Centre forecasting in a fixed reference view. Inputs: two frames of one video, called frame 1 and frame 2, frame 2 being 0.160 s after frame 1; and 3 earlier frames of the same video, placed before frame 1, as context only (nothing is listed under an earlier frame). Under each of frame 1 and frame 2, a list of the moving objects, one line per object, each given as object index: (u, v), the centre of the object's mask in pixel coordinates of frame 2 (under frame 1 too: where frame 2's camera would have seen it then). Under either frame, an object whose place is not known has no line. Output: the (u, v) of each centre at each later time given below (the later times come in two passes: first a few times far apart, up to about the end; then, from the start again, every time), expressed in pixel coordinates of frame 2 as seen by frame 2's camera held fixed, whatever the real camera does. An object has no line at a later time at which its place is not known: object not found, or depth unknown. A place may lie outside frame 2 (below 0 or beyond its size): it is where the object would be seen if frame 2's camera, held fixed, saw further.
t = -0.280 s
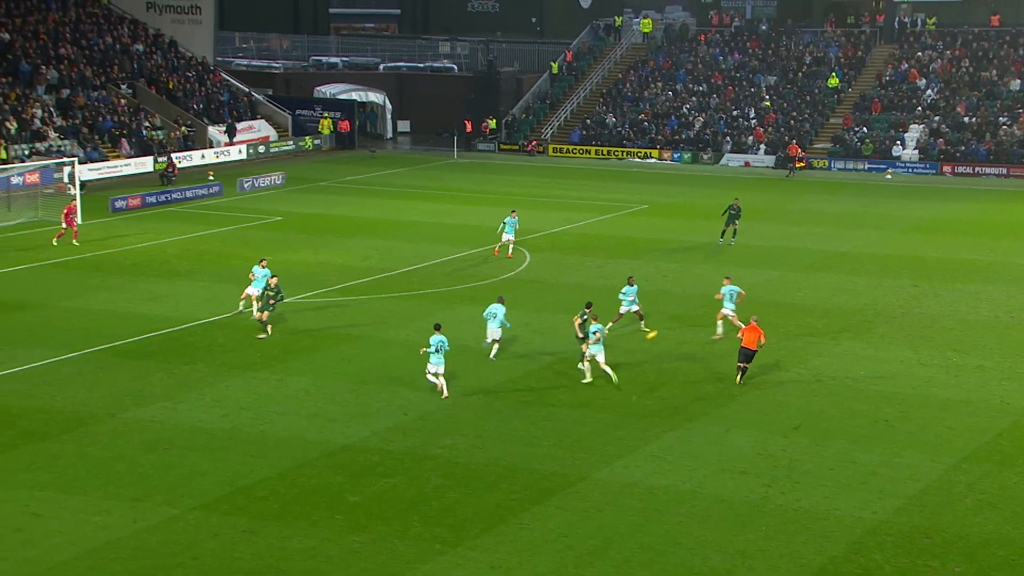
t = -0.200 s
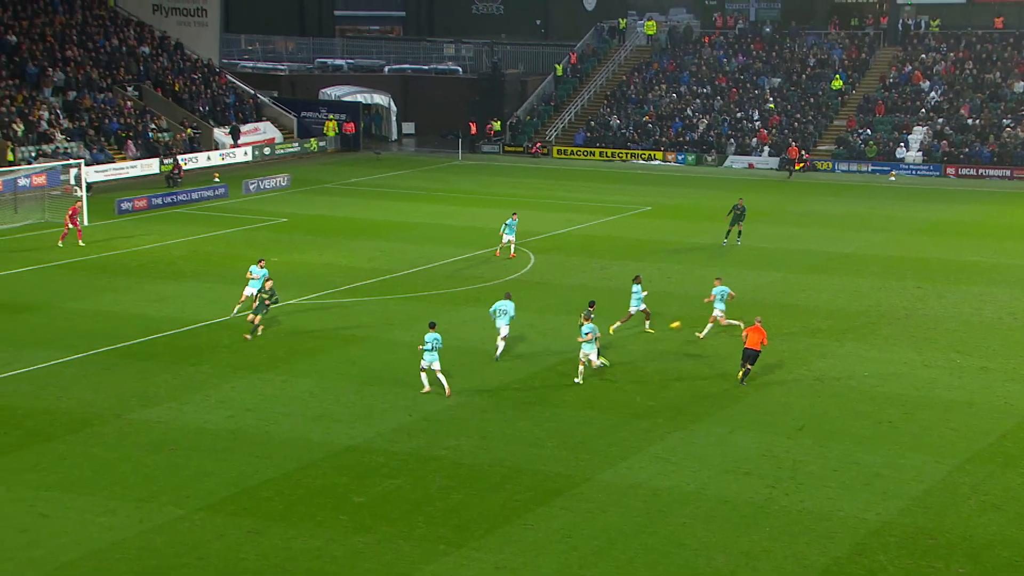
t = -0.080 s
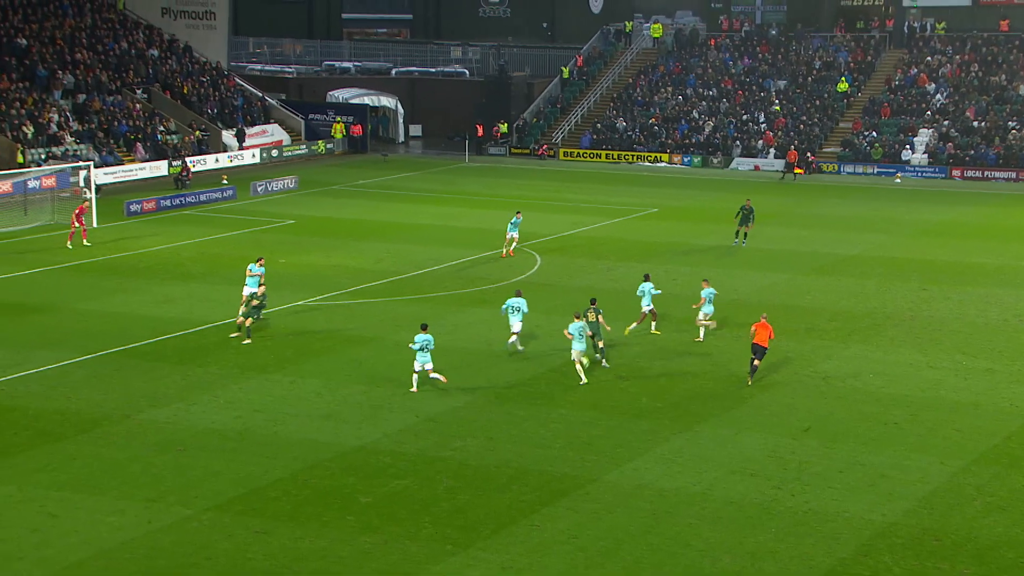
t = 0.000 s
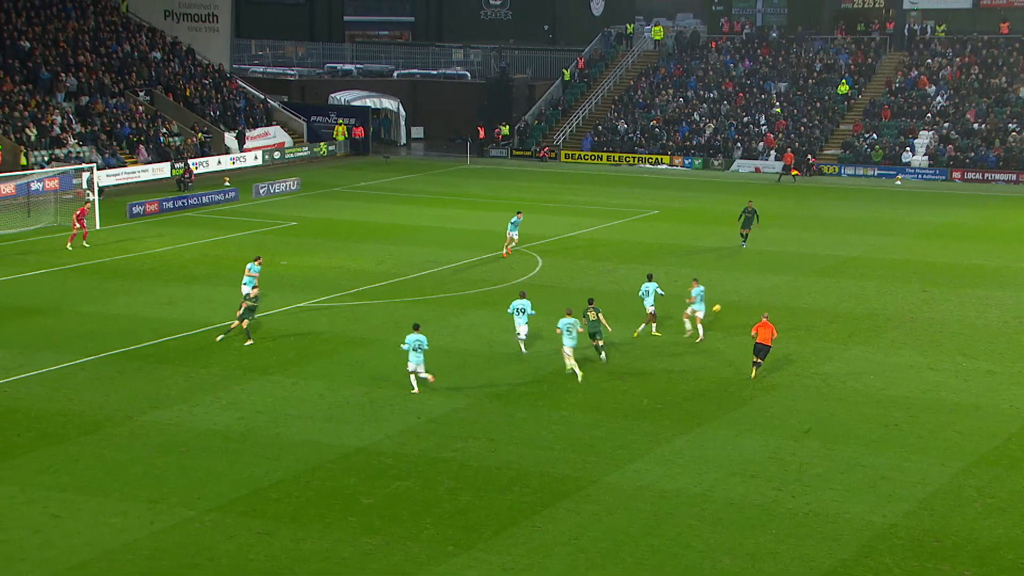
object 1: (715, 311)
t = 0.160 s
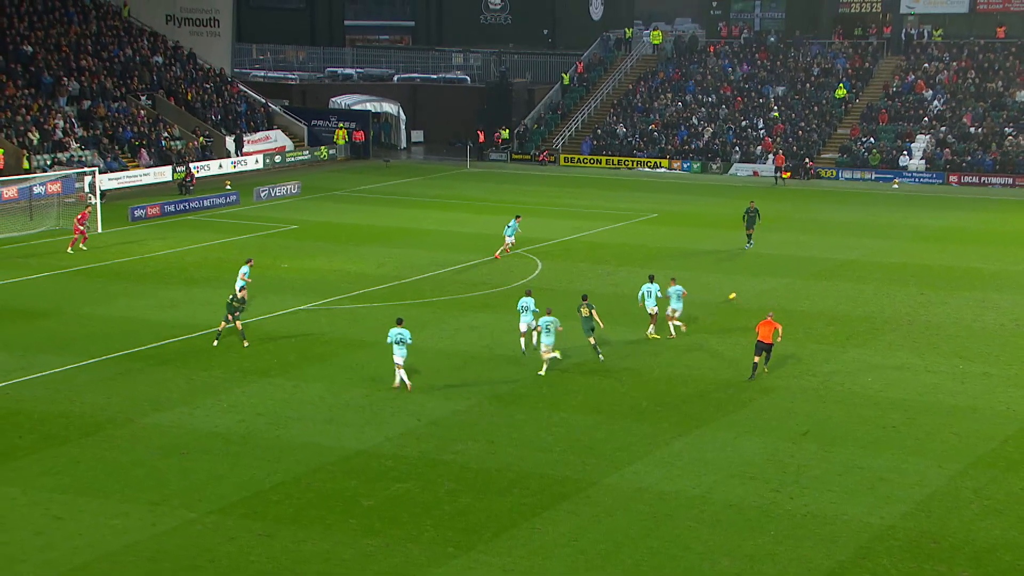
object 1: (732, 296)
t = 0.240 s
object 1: (738, 288)
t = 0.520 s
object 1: (751, 268)
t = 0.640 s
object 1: (754, 262)
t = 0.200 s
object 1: (735, 293)
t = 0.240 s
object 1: (738, 288)
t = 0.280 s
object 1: (741, 284)
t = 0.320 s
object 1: (743, 281)
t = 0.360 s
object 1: (745, 279)
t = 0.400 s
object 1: (747, 277)
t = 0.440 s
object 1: (748, 274)
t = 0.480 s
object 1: (750, 270)
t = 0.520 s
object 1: (751, 268)
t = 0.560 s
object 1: (752, 266)
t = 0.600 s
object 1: (753, 264)
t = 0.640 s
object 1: (754, 262)
